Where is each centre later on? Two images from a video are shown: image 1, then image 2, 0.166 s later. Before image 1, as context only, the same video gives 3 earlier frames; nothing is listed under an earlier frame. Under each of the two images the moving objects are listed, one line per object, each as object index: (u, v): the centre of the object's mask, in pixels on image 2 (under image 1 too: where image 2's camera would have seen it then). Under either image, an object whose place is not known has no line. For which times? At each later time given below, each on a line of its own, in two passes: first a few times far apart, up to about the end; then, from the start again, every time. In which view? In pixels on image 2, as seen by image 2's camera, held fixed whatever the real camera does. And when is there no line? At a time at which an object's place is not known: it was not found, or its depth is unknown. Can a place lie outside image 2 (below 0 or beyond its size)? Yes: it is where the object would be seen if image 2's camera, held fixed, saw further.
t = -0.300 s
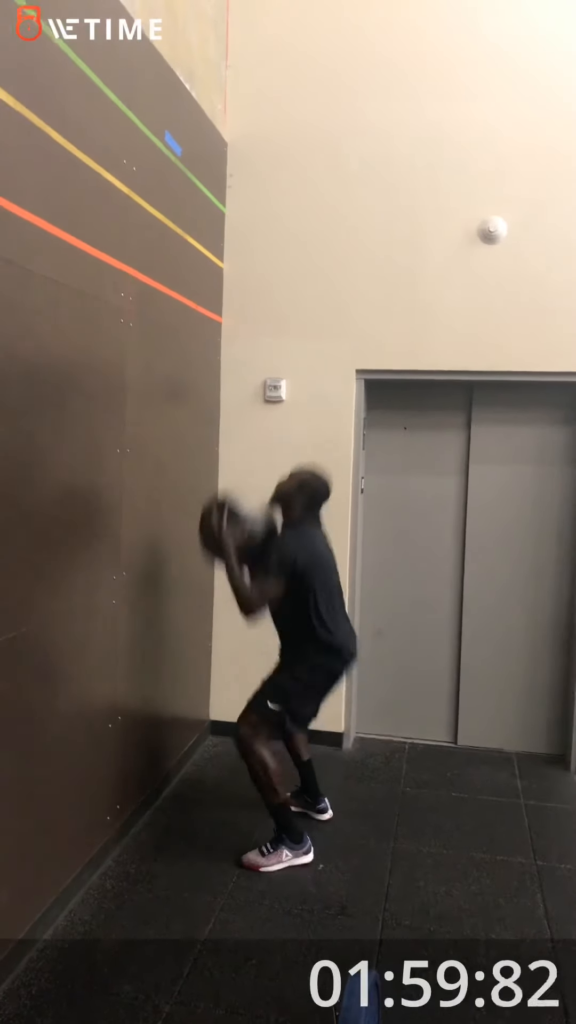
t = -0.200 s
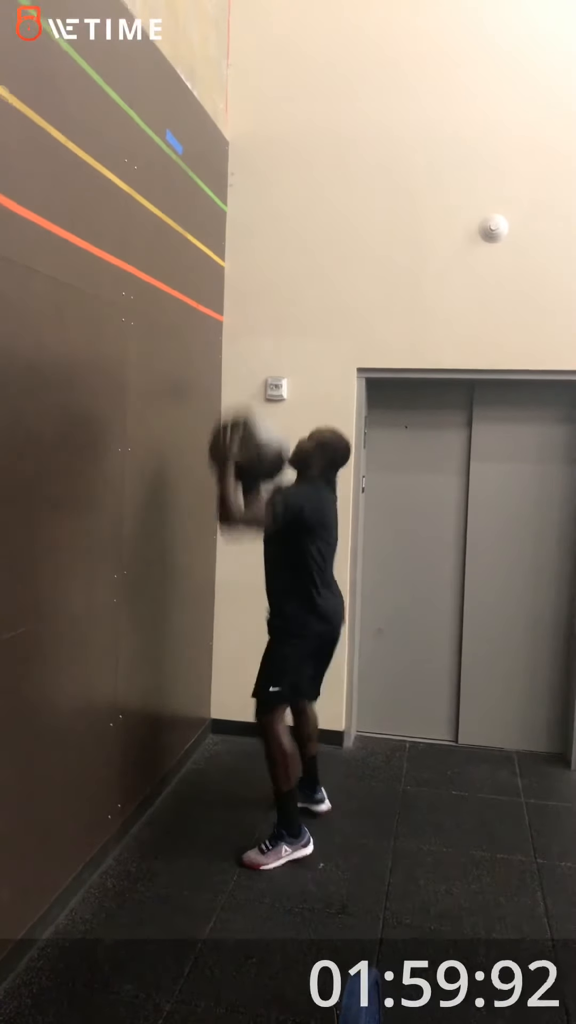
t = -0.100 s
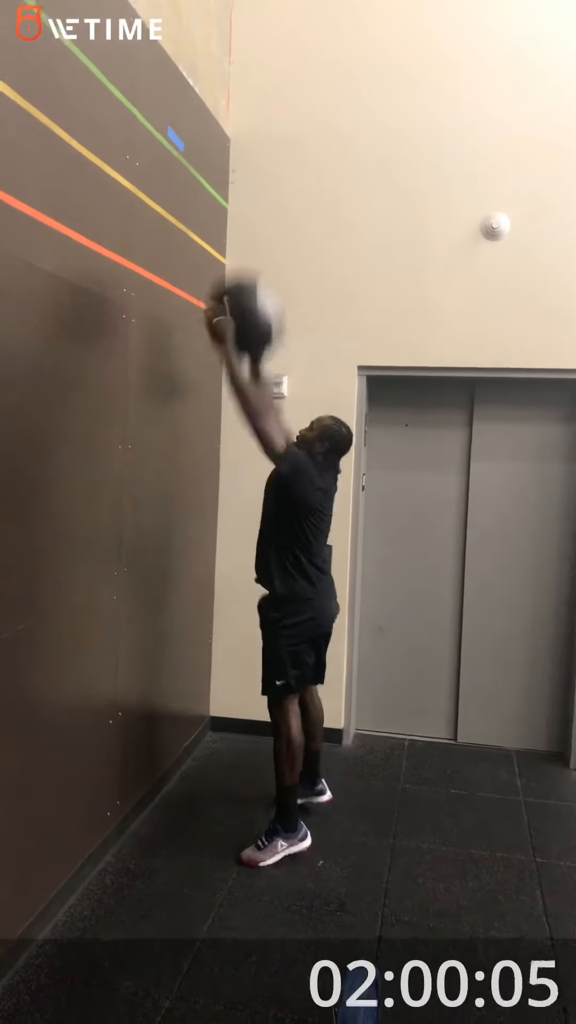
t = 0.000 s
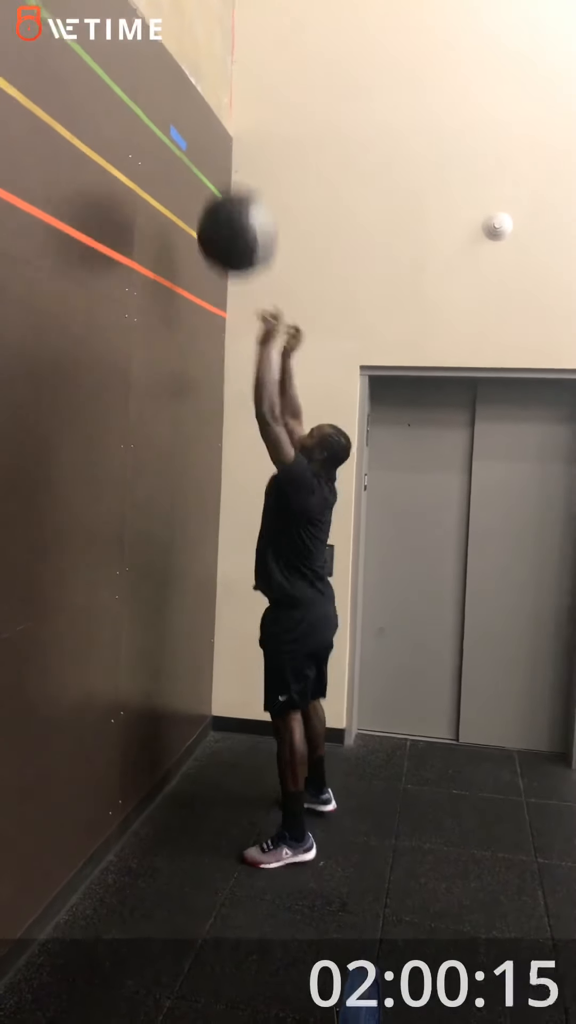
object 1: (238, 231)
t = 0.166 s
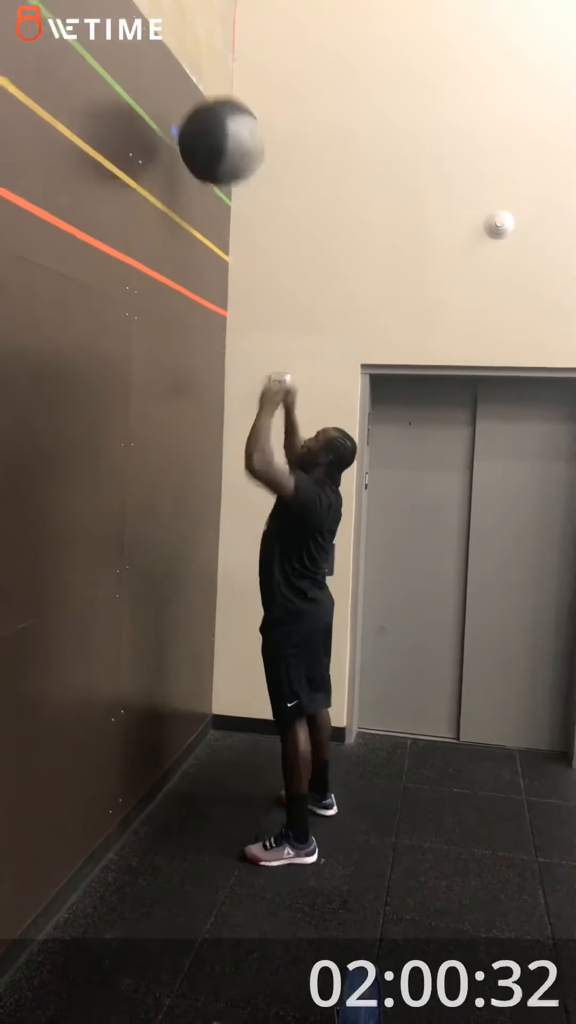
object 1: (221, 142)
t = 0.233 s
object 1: (213, 125)
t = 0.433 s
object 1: (208, 133)
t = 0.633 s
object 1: (221, 255)
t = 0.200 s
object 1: (216, 132)
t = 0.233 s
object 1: (213, 125)
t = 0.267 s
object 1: (208, 120)
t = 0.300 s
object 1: (203, 117)
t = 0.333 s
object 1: (202, 119)
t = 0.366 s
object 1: (203, 121)
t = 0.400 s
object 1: (205, 125)
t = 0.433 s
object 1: (208, 133)
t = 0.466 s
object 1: (212, 156)
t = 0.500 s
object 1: (215, 170)
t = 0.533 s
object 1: (216, 187)
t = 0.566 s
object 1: (219, 207)
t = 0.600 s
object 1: (219, 231)
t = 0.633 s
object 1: (221, 255)
